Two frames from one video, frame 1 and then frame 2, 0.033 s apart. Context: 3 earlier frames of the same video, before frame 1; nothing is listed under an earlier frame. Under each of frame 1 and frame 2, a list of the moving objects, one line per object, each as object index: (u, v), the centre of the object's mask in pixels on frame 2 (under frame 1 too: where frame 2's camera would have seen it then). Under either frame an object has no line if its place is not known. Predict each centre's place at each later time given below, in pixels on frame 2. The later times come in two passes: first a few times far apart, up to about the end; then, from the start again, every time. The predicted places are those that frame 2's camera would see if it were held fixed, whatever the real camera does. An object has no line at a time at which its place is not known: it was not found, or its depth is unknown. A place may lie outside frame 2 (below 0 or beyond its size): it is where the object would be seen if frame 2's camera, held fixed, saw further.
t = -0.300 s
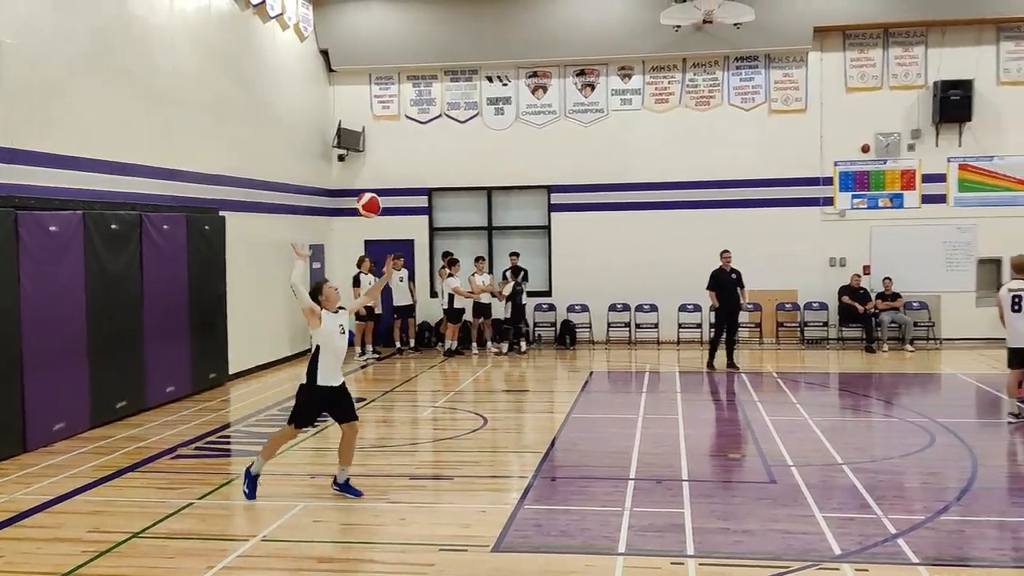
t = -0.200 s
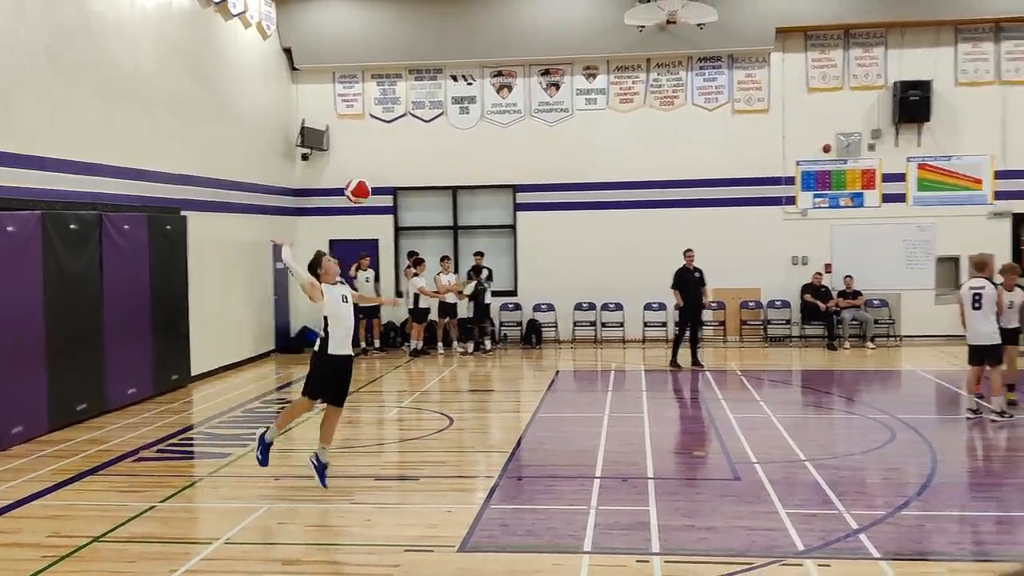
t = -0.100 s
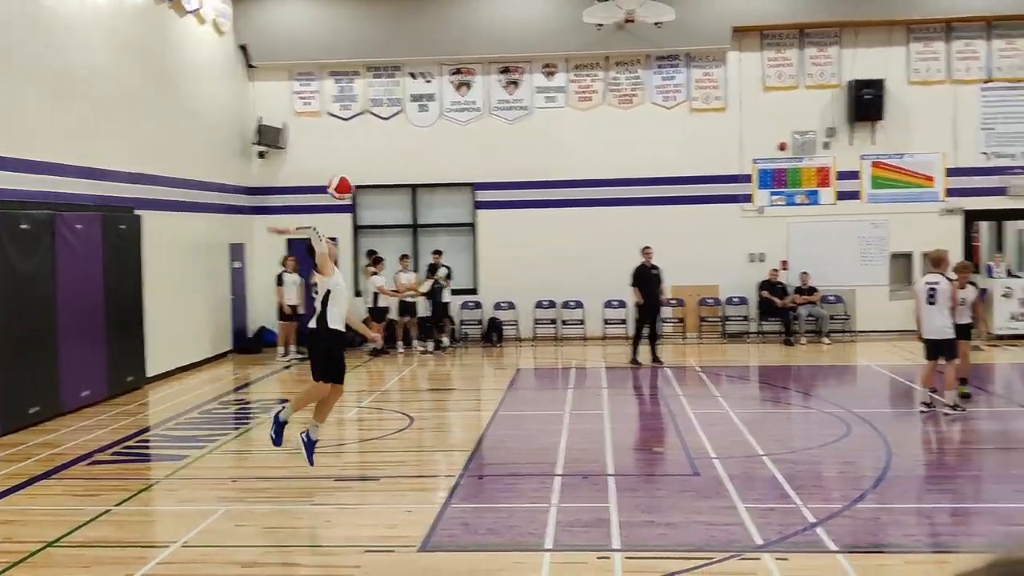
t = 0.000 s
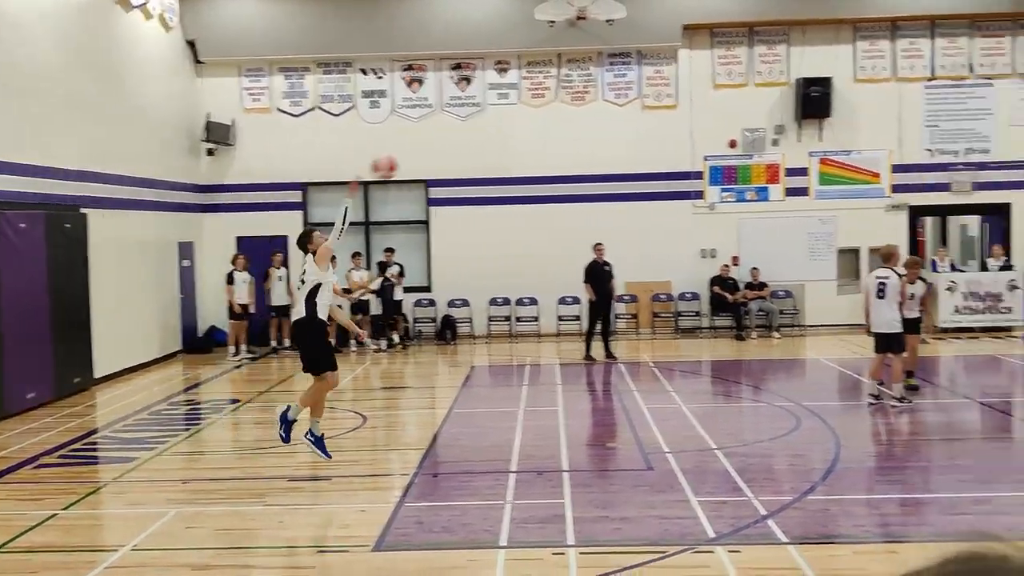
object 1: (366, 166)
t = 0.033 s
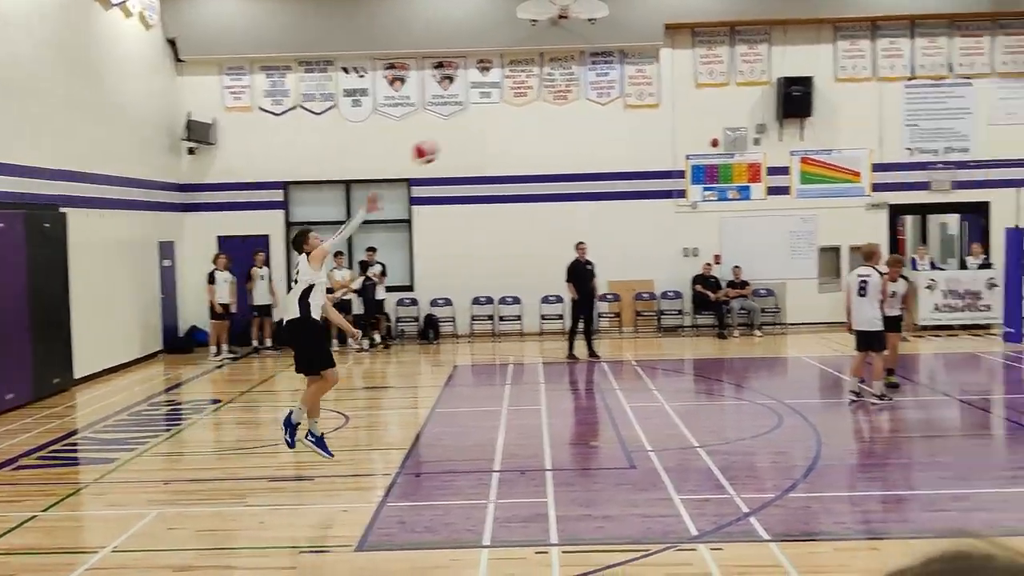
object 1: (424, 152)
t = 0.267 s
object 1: (781, 88)
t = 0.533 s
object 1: (1097, 84)
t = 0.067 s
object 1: (481, 139)
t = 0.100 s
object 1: (536, 128)
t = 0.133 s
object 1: (587, 116)
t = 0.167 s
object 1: (638, 106)
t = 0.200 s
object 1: (688, 100)
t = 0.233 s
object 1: (733, 94)
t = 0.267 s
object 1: (781, 88)
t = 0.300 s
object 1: (824, 85)
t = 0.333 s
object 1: (867, 82)
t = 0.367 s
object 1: (909, 81)
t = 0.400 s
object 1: (948, 78)
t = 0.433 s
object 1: (987, 79)
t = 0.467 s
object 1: (1025, 79)
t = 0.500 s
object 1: (1062, 80)
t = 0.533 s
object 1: (1097, 84)
